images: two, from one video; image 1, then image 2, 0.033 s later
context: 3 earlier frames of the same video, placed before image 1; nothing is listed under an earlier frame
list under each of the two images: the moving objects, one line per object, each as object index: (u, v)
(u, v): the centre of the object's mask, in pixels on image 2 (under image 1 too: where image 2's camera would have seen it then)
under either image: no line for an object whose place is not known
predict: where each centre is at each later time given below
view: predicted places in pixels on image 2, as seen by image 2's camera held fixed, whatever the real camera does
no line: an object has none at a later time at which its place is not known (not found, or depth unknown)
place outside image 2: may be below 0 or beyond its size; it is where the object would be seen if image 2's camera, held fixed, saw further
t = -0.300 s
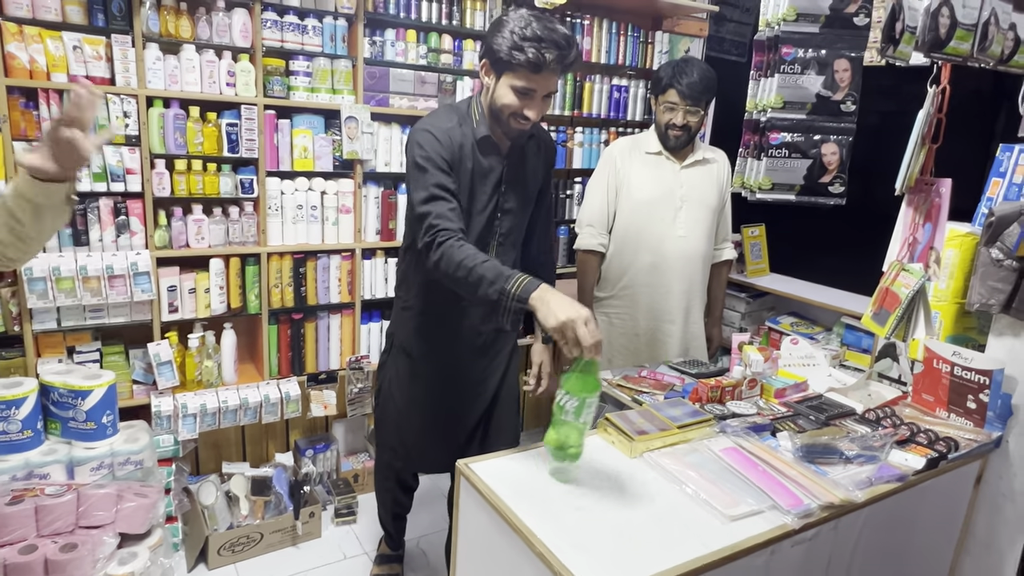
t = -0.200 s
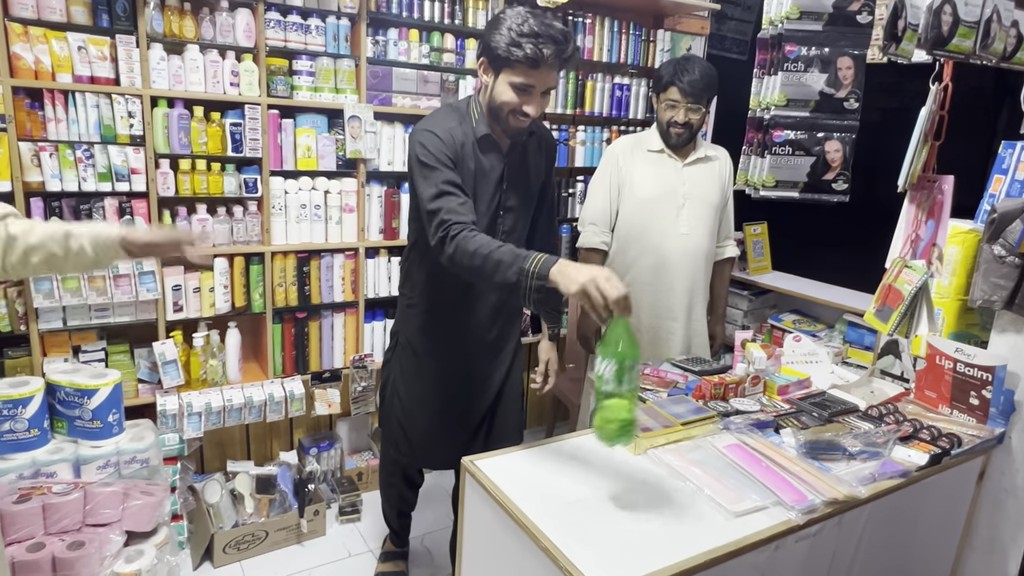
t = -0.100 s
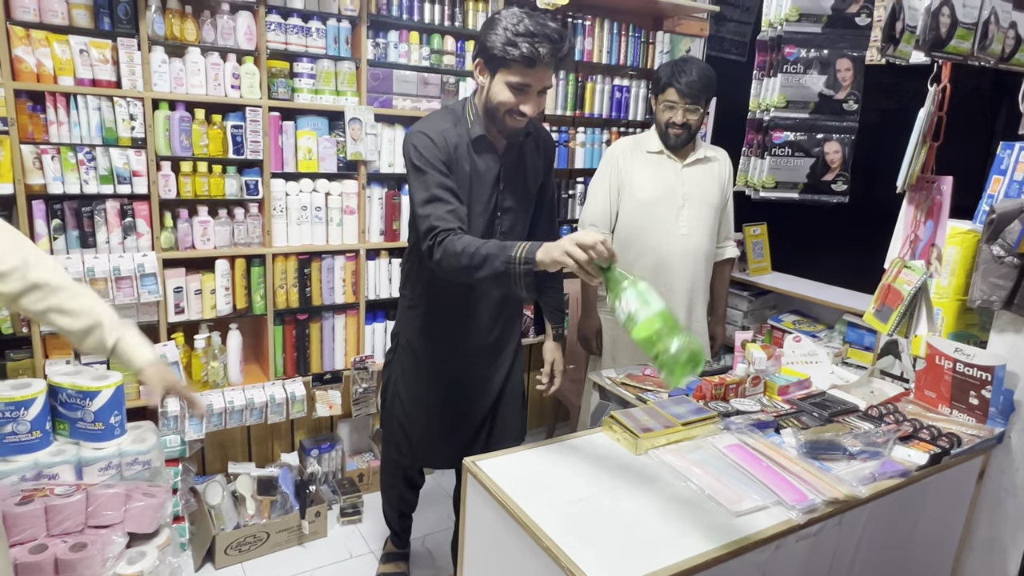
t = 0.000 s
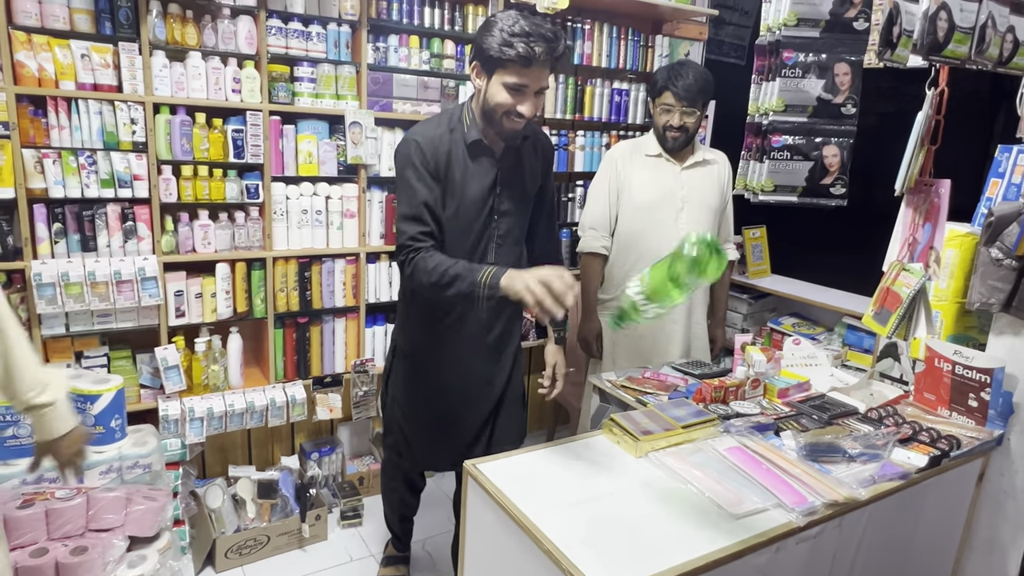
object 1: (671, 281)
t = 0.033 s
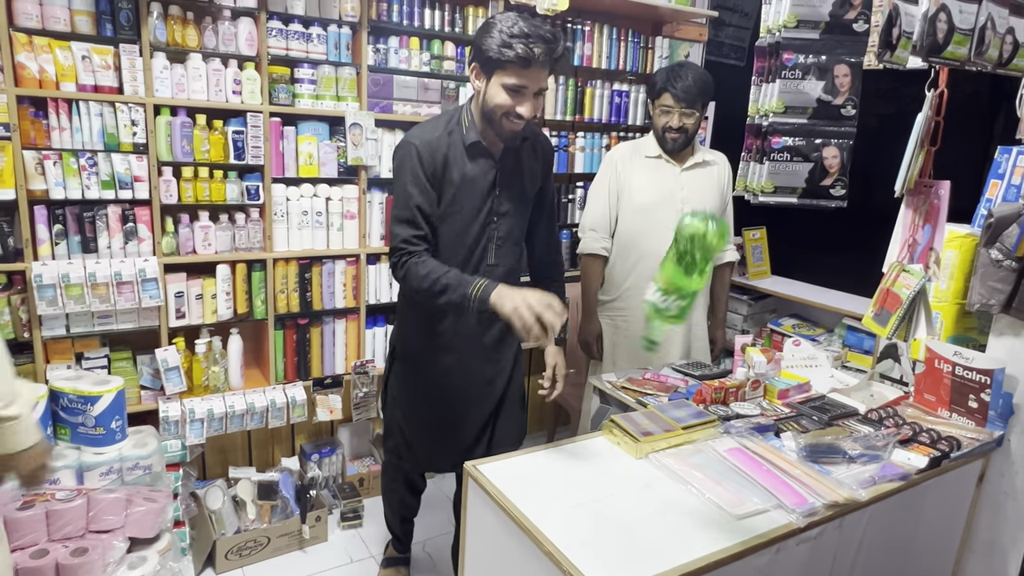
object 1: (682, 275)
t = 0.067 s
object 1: (697, 269)
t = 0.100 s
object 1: (711, 262)
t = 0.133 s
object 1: (721, 259)
